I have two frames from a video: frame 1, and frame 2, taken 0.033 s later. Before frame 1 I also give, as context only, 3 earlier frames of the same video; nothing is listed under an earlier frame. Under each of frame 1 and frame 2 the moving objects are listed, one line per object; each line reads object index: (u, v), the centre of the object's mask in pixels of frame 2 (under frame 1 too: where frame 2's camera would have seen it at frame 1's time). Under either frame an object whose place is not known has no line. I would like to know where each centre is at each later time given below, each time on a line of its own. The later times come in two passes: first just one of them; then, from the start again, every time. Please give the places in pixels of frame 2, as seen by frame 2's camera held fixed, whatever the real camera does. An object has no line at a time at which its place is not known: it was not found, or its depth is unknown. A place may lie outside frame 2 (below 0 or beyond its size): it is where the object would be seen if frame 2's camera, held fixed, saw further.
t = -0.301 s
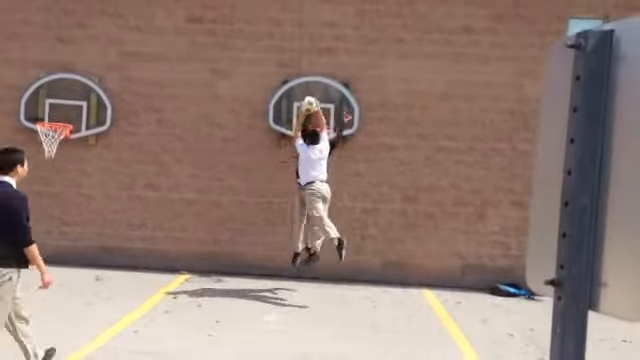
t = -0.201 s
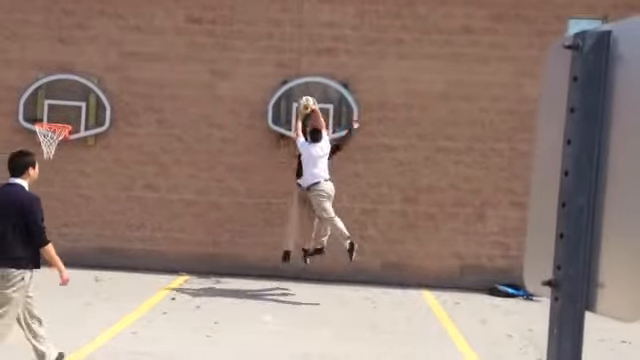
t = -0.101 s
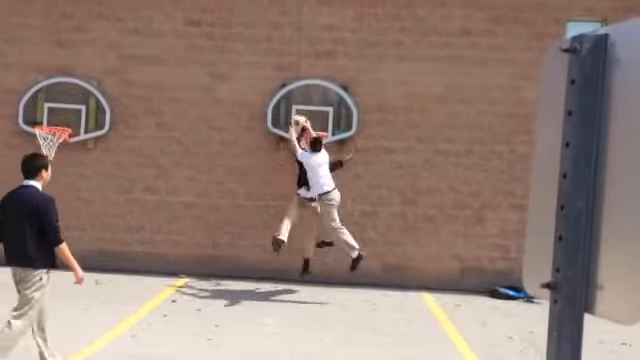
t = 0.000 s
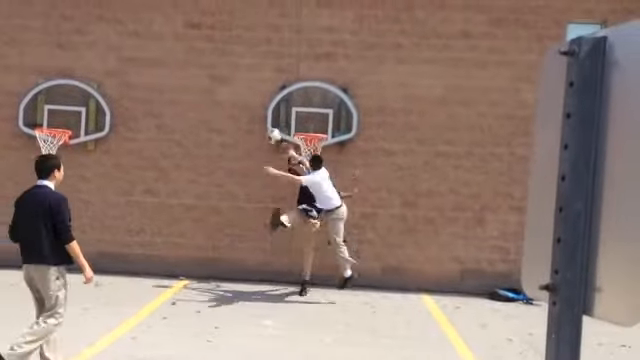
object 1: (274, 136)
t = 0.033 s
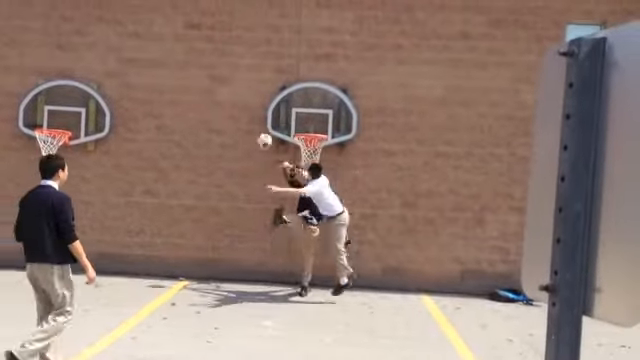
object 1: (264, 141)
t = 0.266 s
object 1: (200, 193)
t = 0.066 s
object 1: (255, 147)
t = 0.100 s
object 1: (246, 152)
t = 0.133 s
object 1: (236, 159)
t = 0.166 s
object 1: (227, 166)
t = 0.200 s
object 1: (218, 174)
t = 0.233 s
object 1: (209, 183)
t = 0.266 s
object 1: (200, 193)
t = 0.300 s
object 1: (191, 203)
